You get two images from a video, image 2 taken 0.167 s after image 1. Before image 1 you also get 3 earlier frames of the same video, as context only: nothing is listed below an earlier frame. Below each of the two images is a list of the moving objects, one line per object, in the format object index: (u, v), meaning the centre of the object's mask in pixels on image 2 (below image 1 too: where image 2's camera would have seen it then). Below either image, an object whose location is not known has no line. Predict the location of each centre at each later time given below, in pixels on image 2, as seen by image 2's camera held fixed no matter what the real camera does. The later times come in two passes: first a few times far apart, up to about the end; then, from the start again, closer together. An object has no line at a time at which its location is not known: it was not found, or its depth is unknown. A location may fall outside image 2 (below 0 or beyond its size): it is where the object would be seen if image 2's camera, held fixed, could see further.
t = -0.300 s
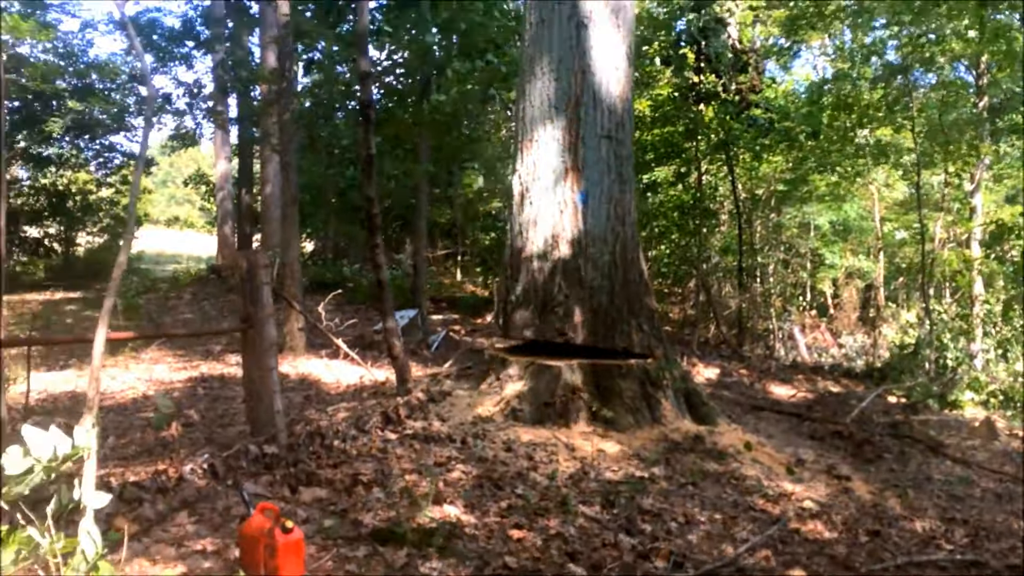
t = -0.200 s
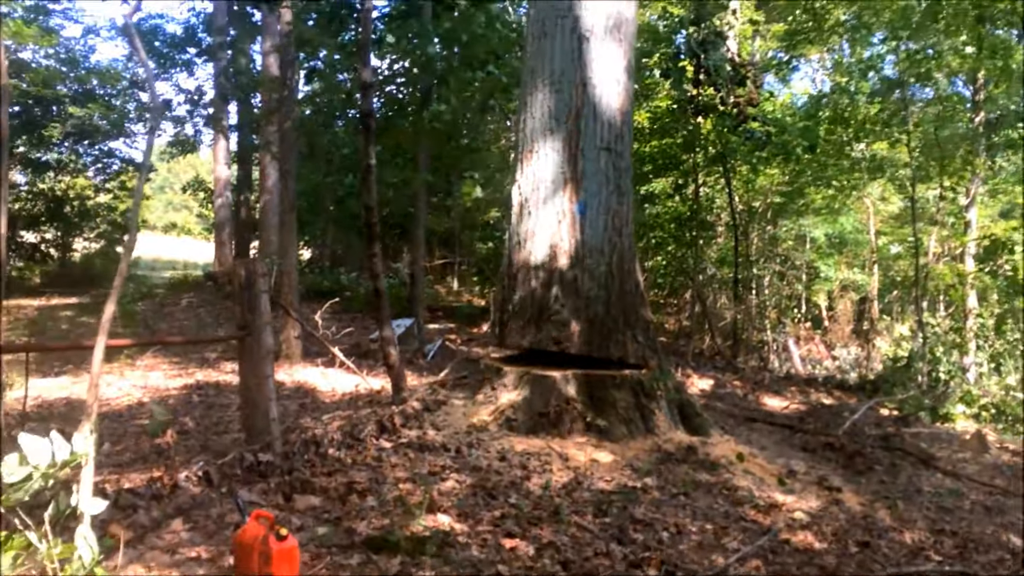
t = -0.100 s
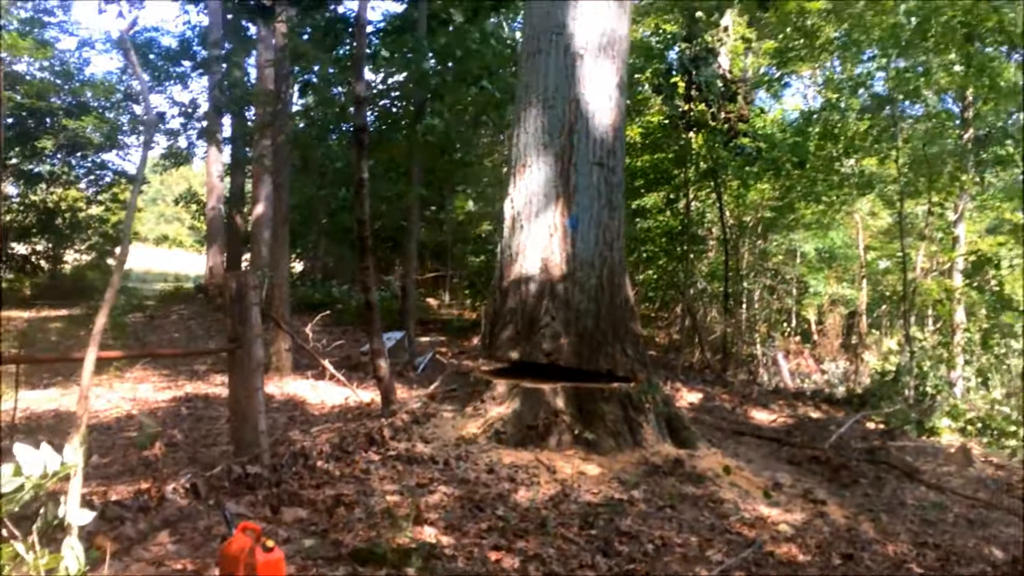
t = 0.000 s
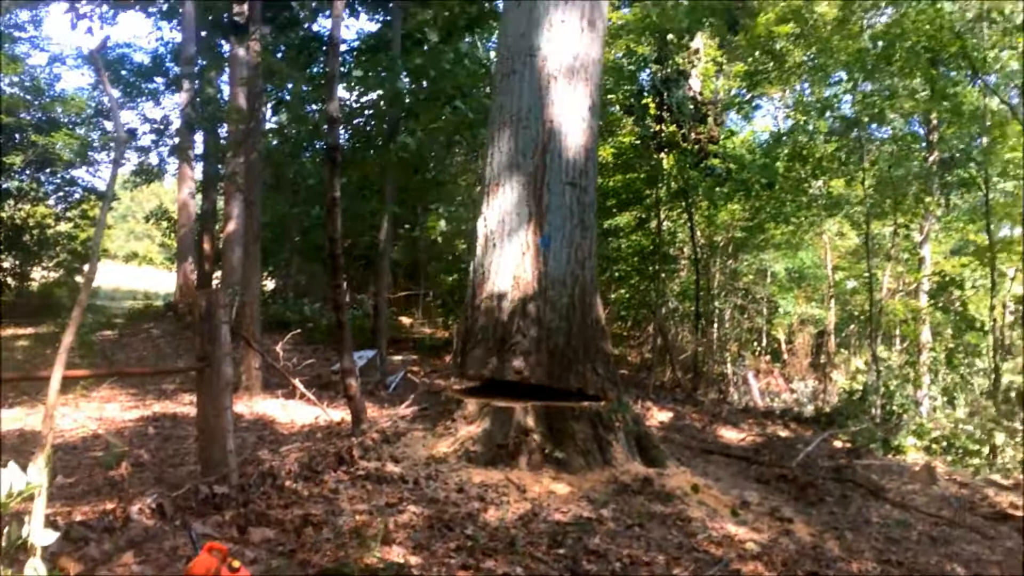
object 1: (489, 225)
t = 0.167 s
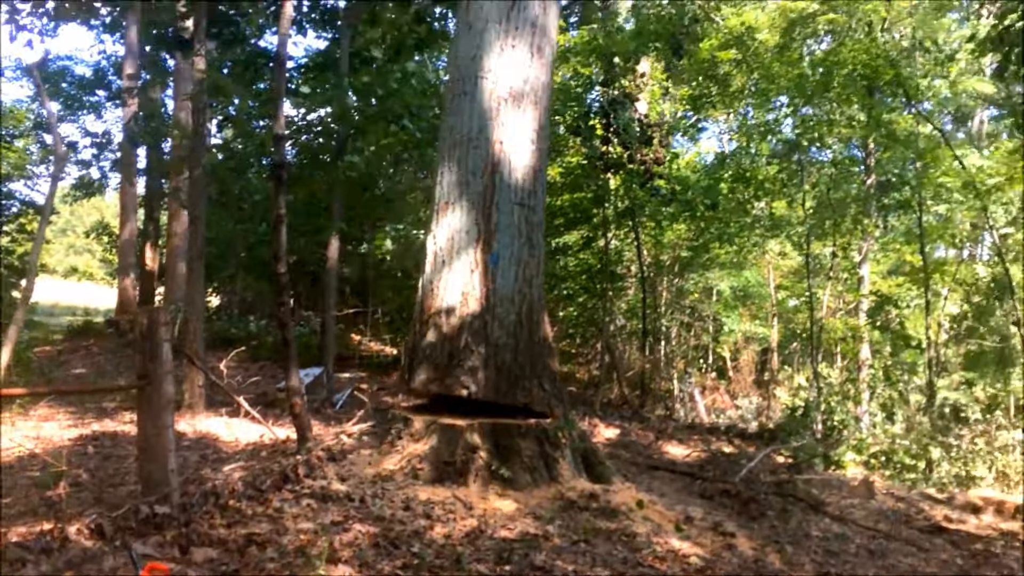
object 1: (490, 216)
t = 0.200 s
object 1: (490, 215)
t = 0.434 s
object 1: (493, 214)
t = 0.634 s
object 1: (494, 239)
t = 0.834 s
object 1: (495, 242)
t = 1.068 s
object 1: (501, 238)
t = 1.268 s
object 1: (505, 235)
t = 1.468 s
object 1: (511, 232)
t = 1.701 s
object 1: (520, 229)
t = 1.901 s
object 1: (528, 231)
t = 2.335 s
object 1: (548, 238)
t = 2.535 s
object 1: (561, 238)
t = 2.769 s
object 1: (581, 235)
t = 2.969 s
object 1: (598, 243)
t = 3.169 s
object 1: (618, 255)
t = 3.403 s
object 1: (636, 286)
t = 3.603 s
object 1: (651, 334)
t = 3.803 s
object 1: (681, 386)
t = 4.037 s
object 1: (704, 409)
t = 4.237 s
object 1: (715, 404)
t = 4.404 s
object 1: (718, 408)
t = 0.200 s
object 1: (490, 215)
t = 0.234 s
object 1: (490, 214)
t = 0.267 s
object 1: (491, 213)
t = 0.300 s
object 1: (492, 214)
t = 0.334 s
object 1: (493, 214)
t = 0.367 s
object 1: (494, 214)
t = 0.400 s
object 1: (494, 213)
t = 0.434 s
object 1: (493, 214)
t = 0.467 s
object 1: (494, 216)
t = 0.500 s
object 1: (495, 218)
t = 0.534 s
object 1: (495, 220)
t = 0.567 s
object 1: (493, 225)
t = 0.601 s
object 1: (492, 235)
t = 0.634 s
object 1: (494, 239)
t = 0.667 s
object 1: (494, 240)
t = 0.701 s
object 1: (493, 241)
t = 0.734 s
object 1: (493, 241)
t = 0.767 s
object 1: (495, 238)
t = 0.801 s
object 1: (496, 240)
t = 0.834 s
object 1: (495, 242)
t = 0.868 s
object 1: (496, 241)
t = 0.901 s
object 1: (497, 240)
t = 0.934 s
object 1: (499, 240)
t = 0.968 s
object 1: (500, 238)
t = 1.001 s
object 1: (501, 238)
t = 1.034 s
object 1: (502, 237)
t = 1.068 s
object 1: (501, 238)
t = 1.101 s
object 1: (502, 238)
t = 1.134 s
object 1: (503, 237)
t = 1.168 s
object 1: (503, 237)
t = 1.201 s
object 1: (503, 237)
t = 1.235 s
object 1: (504, 236)
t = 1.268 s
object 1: (505, 235)
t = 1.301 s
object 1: (507, 234)
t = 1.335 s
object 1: (508, 234)
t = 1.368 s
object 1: (509, 233)
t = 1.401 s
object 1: (509, 233)
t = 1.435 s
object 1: (510, 232)
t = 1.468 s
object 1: (511, 232)
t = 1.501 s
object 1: (513, 230)
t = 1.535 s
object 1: (514, 229)
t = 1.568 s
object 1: (515, 229)
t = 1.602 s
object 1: (516, 229)
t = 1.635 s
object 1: (517, 229)
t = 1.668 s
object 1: (518, 229)
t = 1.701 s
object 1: (520, 229)
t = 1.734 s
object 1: (521, 230)
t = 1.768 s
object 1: (522, 230)
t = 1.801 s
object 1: (524, 230)
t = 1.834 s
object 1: (525, 231)
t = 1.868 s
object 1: (527, 231)
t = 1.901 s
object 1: (528, 231)
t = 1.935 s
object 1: (529, 232)
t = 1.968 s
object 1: (529, 234)
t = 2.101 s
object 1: (535, 236)
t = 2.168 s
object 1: (539, 237)
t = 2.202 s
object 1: (541, 237)
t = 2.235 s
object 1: (542, 237)
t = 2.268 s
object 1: (544, 238)
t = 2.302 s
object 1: (547, 238)
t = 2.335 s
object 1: (548, 238)
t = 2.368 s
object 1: (550, 238)
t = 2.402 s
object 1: (552, 239)
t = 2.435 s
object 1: (554, 239)
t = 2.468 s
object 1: (556, 238)
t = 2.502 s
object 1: (559, 238)
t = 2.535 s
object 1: (561, 238)
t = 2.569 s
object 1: (564, 237)
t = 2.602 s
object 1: (567, 236)
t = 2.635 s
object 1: (569, 237)
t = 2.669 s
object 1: (572, 236)
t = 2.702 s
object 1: (575, 235)
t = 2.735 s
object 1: (578, 235)
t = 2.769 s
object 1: (581, 235)
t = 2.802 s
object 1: (584, 236)
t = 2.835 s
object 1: (586, 238)
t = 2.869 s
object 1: (590, 238)
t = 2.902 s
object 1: (592, 240)
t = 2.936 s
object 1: (596, 241)
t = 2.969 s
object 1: (598, 243)
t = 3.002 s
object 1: (601, 244)
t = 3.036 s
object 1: (604, 246)
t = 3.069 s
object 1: (607, 248)
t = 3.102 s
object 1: (611, 250)
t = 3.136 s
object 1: (615, 252)
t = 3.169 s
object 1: (618, 255)
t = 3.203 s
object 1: (624, 257)
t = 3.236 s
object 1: (629, 259)
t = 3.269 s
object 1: (633, 261)
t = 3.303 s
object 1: (638, 264)
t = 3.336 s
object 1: (637, 271)
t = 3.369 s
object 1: (647, 272)
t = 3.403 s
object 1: (636, 286)
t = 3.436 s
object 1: (636, 293)
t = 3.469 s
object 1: (637, 300)
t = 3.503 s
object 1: (639, 308)
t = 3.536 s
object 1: (654, 314)
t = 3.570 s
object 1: (651, 324)
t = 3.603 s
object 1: (651, 334)
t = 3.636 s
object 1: (657, 342)
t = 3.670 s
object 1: (674, 349)
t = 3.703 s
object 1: (676, 360)
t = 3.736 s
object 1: (676, 371)
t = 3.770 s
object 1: (679, 380)
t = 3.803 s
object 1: (681, 386)
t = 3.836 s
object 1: (682, 391)
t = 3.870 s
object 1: (687, 400)
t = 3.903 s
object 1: (686, 406)
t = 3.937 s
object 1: (690, 410)
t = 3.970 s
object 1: (694, 410)
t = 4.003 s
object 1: (697, 409)
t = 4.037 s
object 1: (704, 409)
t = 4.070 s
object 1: (706, 407)
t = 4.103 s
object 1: (715, 407)
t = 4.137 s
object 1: (711, 405)
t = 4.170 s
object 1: (712, 404)
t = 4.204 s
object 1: (715, 405)
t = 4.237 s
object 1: (715, 404)
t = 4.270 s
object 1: (717, 406)
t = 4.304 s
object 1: (717, 406)
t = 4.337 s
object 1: (716, 406)
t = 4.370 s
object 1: (718, 408)
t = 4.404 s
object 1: (718, 408)
